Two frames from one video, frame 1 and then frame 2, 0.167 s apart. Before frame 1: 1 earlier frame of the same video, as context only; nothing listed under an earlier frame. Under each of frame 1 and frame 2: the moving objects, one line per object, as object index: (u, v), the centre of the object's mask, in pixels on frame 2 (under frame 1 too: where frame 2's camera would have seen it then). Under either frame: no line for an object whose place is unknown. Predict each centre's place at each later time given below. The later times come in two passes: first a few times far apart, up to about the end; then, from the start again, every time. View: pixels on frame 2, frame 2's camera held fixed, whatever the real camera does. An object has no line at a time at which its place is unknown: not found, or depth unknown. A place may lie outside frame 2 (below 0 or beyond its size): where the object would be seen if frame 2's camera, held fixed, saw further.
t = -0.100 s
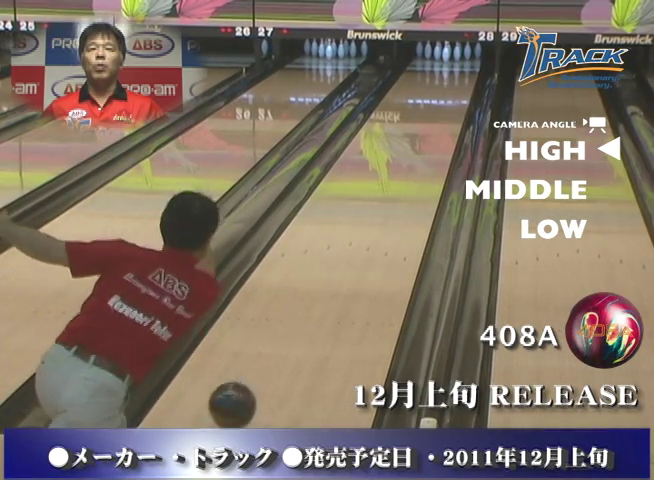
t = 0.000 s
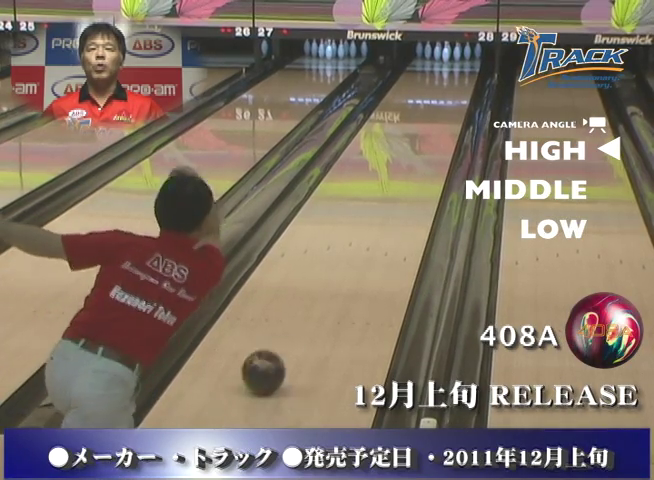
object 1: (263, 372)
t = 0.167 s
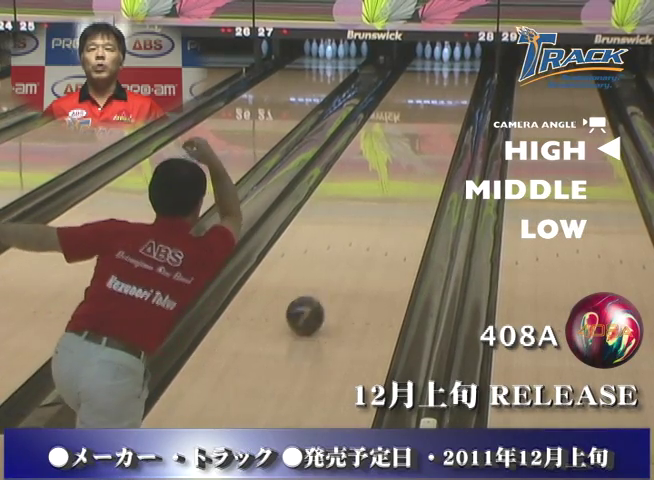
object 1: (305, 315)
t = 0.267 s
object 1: (325, 288)
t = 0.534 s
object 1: (367, 231)
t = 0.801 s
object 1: (397, 188)
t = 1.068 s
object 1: (420, 156)
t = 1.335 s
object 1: (437, 131)
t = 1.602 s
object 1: (449, 110)
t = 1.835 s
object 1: (457, 95)
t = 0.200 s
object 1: (312, 306)
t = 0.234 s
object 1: (319, 297)
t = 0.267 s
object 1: (325, 288)
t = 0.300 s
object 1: (331, 279)
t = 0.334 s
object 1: (337, 272)
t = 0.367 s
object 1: (343, 264)
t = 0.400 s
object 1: (348, 257)
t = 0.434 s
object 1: (353, 250)
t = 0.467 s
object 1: (358, 243)
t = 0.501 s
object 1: (363, 237)
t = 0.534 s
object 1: (367, 231)
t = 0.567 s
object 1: (372, 225)
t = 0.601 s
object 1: (376, 219)
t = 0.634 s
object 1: (380, 213)
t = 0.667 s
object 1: (384, 208)
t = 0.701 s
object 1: (387, 203)
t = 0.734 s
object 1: (391, 198)
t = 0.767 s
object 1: (394, 193)
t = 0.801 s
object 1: (397, 188)
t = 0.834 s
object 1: (401, 184)
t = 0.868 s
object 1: (404, 179)
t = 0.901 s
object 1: (406, 175)
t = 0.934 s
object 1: (410, 171)
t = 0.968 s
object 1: (412, 167)
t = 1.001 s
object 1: (415, 163)
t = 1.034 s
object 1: (417, 160)
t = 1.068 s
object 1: (420, 156)
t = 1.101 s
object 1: (422, 152)
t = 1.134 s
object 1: (424, 149)
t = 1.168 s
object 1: (427, 146)
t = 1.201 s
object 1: (429, 142)
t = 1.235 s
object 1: (431, 139)
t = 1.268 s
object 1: (433, 136)
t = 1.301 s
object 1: (435, 133)
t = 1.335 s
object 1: (437, 131)
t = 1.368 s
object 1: (439, 128)
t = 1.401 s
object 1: (441, 125)
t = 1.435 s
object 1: (442, 123)
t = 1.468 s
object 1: (444, 120)
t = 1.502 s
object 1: (445, 118)
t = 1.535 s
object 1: (446, 115)
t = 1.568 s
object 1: (448, 112)
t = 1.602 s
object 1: (449, 110)
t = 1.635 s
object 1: (451, 107)
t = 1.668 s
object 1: (452, 105)
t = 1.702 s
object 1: (453, 103)
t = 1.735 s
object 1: (454, 101)
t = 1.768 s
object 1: (455, 99)
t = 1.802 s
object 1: (456, 97)
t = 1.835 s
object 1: (457, 95)
